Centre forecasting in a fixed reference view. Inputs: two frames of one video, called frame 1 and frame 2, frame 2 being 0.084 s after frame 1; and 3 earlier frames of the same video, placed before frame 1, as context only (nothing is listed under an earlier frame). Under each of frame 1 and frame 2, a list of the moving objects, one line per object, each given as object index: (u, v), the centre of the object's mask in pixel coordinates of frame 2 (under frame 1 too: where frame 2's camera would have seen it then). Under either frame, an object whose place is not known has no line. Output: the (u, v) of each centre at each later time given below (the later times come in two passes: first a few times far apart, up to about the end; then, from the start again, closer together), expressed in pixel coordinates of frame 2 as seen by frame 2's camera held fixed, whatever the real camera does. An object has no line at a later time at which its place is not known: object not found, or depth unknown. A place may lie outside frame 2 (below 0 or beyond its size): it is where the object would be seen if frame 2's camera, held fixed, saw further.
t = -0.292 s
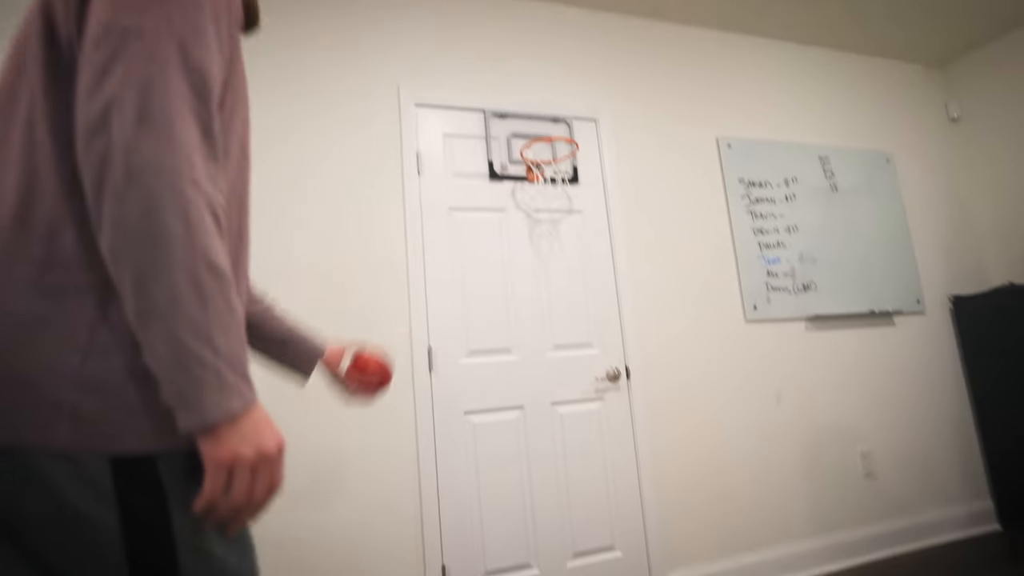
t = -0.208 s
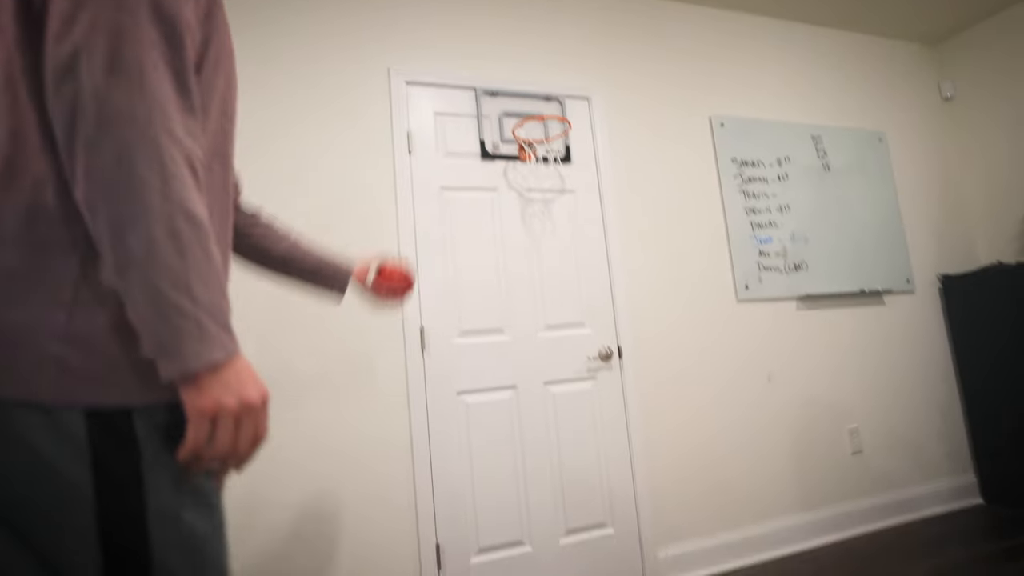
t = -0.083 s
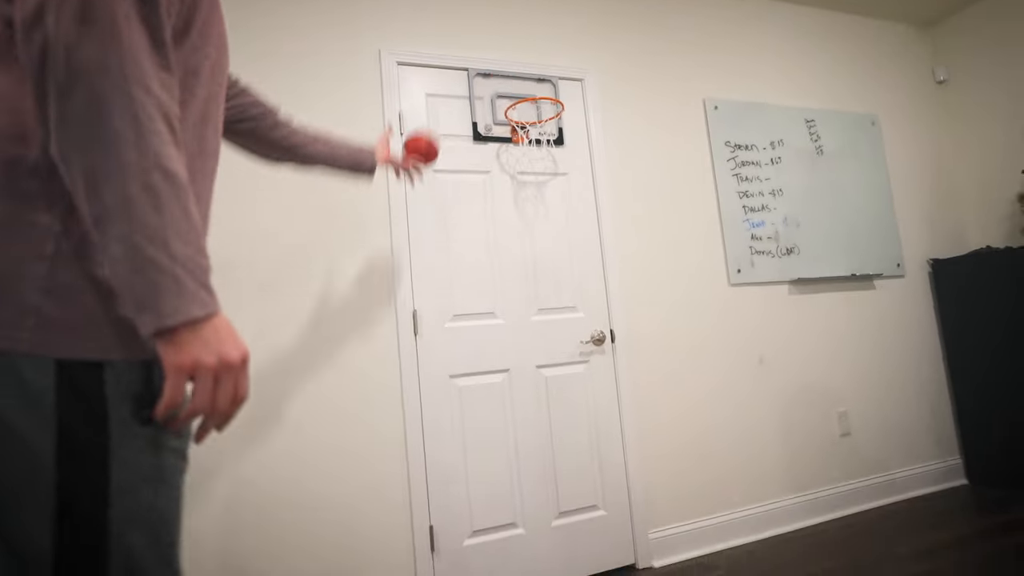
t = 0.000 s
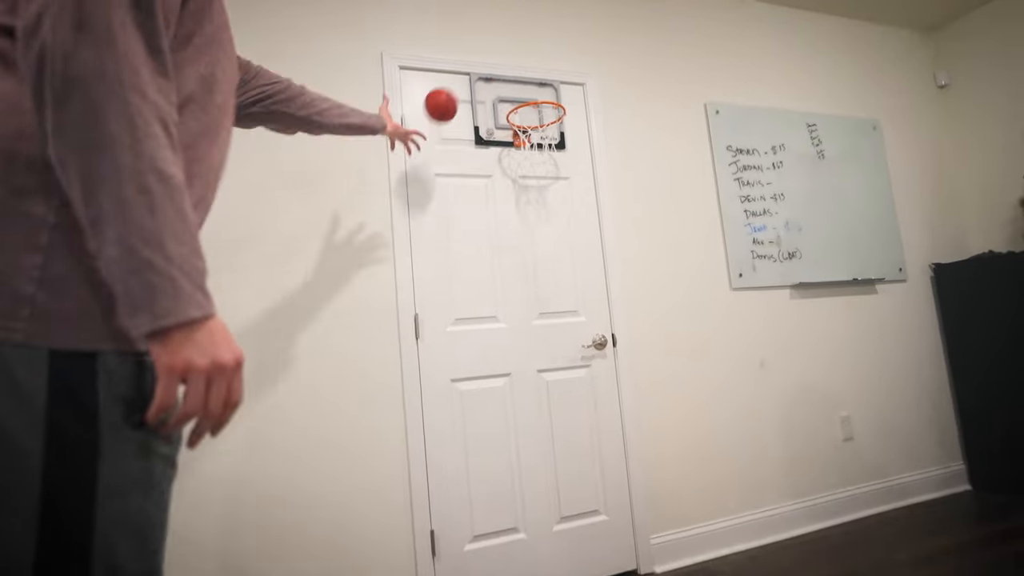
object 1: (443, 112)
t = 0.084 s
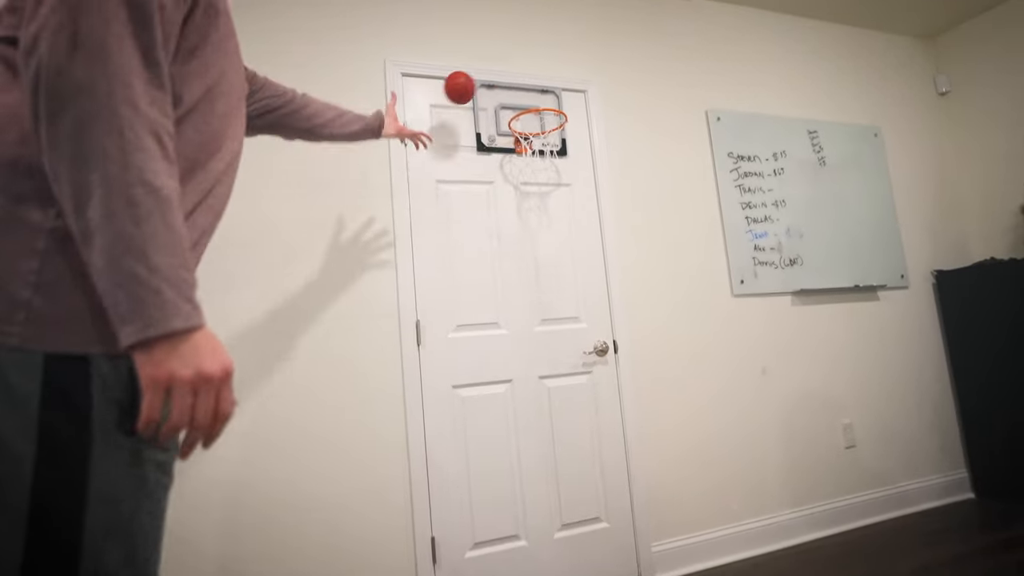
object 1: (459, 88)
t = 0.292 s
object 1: (499, 88)
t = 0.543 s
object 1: (555, 161)
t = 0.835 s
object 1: (621, 405)
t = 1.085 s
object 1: (655, 471)
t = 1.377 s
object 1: (664, 334)
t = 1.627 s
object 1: (689, 386)
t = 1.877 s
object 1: (724, 547)
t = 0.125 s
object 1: (467, 82)
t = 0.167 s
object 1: (475, 82)
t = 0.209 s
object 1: (483, 85)
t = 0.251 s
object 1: (490, 86)
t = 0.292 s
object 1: (499, 88)
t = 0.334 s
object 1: (509, 95)
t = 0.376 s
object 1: (519, 104)
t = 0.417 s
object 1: (529, 118)
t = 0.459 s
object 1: (538, 130)
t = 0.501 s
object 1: (547, 145)
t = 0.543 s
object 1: (555, 161)
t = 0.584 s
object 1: (563, 183)
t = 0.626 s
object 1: (572, 209)
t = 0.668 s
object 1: (581, 238)
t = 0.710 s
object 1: (590, 273)
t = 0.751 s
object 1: (600, 312)
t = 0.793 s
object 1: (610, 355)
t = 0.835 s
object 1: (621, 405)
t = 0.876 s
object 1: (633, 460)
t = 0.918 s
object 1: (644, 518)
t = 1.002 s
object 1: (655, 552)
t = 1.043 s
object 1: (655, 512)
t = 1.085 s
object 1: (655, 471)
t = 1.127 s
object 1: (655, 437)
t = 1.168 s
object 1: (655, 408)
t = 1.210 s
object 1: (656, 384)
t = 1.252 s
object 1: (657, 365)
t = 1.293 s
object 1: (659, 350)
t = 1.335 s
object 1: (661, 340)
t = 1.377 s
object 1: (664, 334)
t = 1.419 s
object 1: (667, 332)
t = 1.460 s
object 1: (670, 335)
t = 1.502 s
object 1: (674, 342)
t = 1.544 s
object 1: (679, 352)
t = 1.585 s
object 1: (683, 367)
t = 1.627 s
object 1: (689, 386)
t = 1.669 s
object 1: (695, 410)
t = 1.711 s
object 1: (701, 437)
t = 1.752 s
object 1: (708, 468)
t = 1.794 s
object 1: (715, 505)
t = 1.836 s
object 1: (723, 547)
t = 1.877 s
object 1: (724, 547)
